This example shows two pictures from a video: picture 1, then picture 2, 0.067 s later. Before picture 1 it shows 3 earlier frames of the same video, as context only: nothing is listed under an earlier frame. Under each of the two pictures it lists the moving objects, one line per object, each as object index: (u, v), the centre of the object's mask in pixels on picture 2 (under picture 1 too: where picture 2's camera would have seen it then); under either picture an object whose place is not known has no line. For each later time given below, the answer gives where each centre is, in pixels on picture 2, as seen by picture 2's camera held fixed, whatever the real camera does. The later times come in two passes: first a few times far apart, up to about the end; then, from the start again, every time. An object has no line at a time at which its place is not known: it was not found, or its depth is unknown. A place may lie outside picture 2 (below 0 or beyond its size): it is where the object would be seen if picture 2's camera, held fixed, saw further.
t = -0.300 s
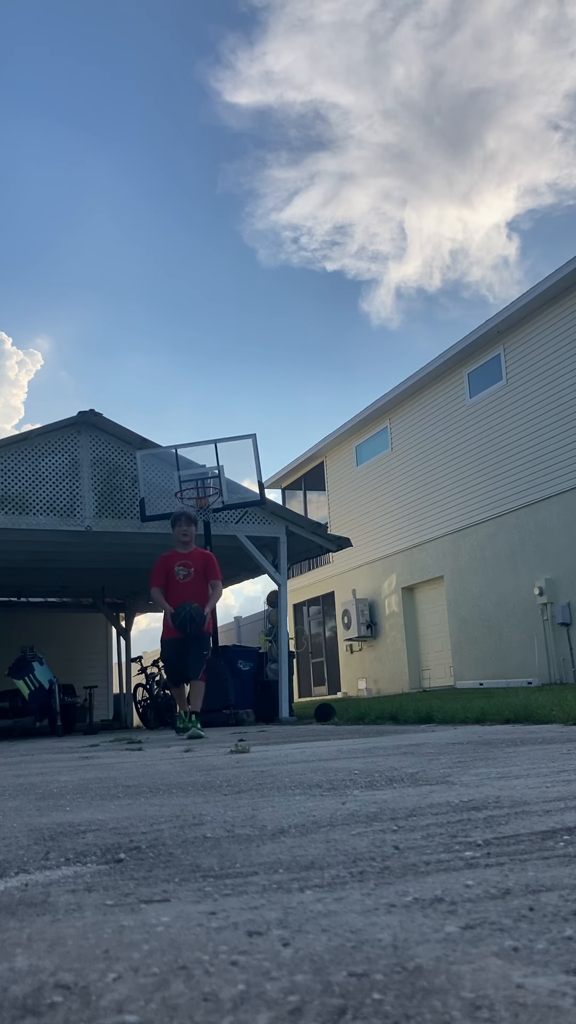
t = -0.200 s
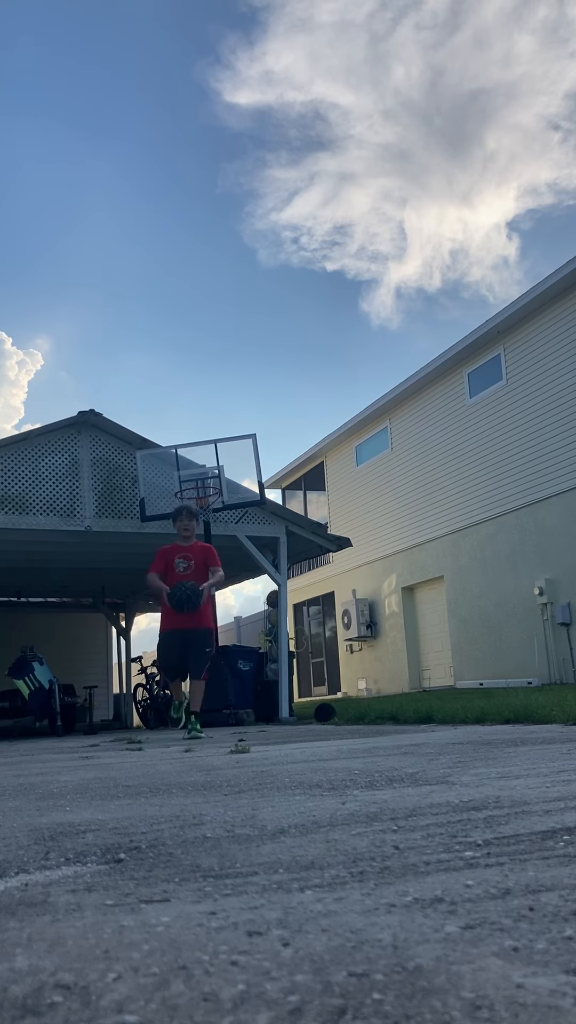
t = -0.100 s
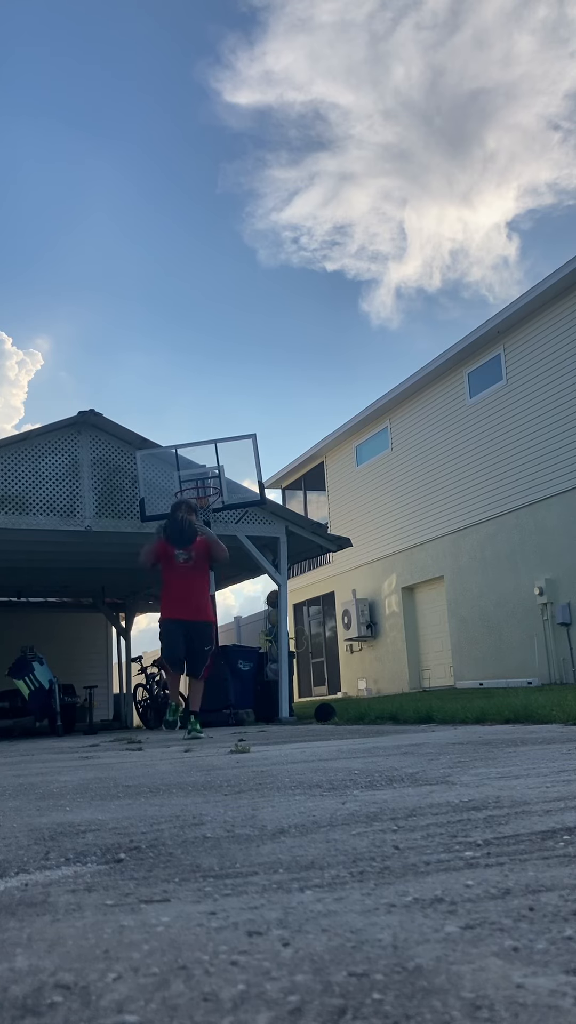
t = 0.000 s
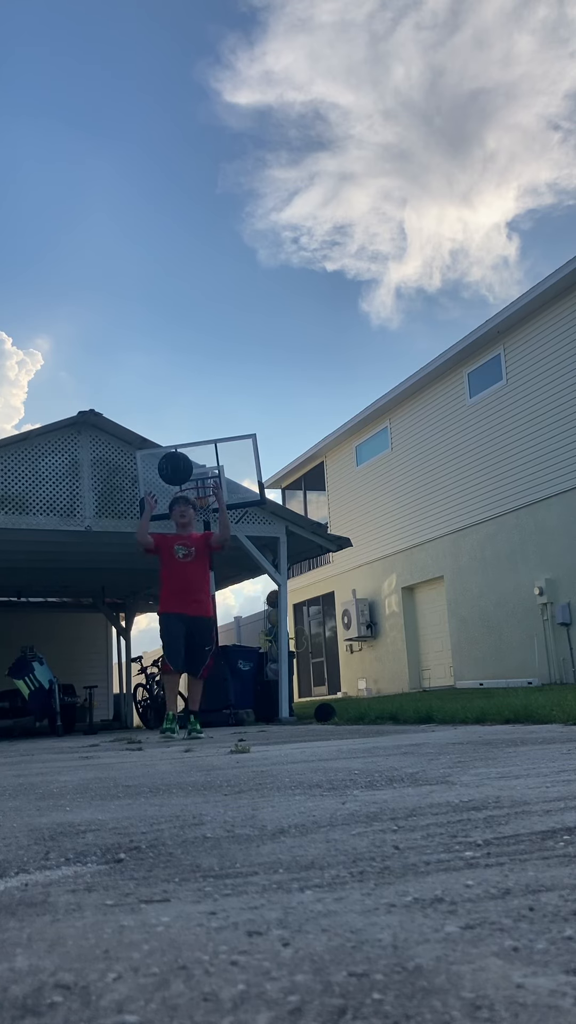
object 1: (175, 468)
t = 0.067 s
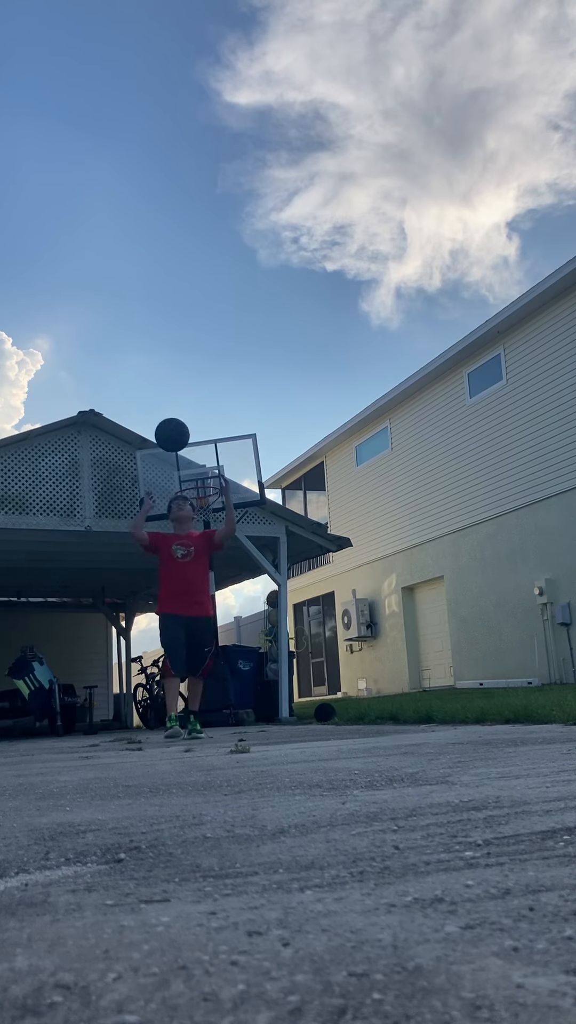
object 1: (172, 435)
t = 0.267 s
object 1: (164, 373)
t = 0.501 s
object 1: (157, 372)
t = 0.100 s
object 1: (171, 421)
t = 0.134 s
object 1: (169, 408)
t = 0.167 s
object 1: (168, 397)
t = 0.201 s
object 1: (166, 388)
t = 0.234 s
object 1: (165, 380)
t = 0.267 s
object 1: (164, 373)
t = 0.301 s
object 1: (163, 369)
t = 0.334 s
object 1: (162, 365)
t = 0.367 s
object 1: (161, 364)
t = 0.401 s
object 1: (160, 364)
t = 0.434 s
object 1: (159, 365)
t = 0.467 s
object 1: (158, 368)
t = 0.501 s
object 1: (157, 372)
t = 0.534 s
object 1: (156, 378)
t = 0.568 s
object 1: (156, 386)
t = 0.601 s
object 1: (155, 395)
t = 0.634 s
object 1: (154, 405)
